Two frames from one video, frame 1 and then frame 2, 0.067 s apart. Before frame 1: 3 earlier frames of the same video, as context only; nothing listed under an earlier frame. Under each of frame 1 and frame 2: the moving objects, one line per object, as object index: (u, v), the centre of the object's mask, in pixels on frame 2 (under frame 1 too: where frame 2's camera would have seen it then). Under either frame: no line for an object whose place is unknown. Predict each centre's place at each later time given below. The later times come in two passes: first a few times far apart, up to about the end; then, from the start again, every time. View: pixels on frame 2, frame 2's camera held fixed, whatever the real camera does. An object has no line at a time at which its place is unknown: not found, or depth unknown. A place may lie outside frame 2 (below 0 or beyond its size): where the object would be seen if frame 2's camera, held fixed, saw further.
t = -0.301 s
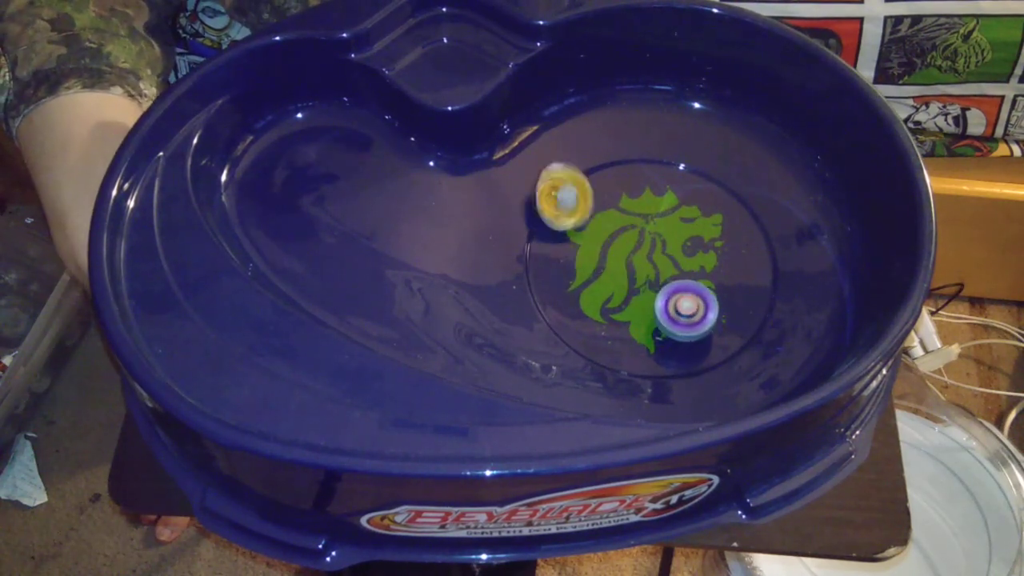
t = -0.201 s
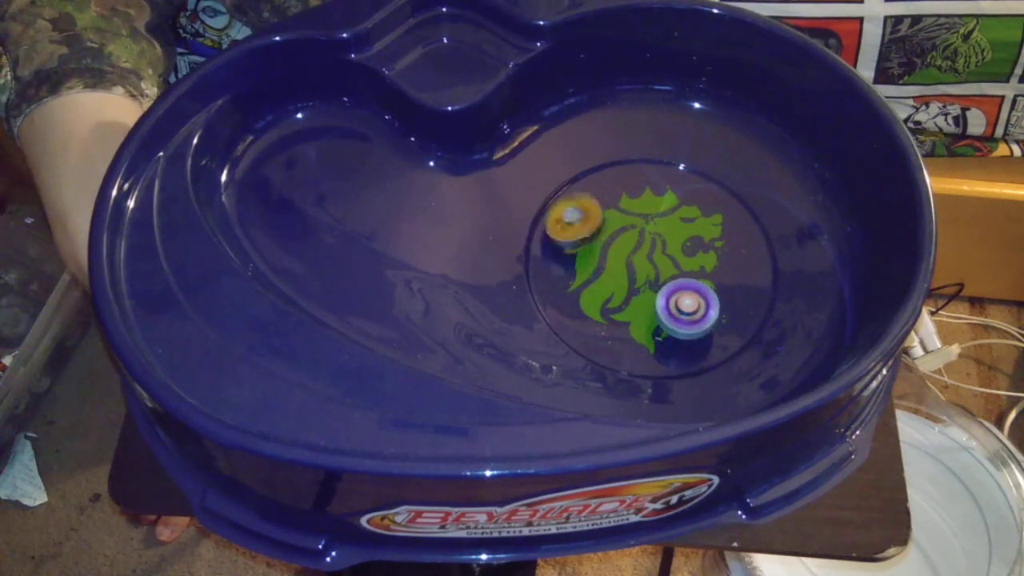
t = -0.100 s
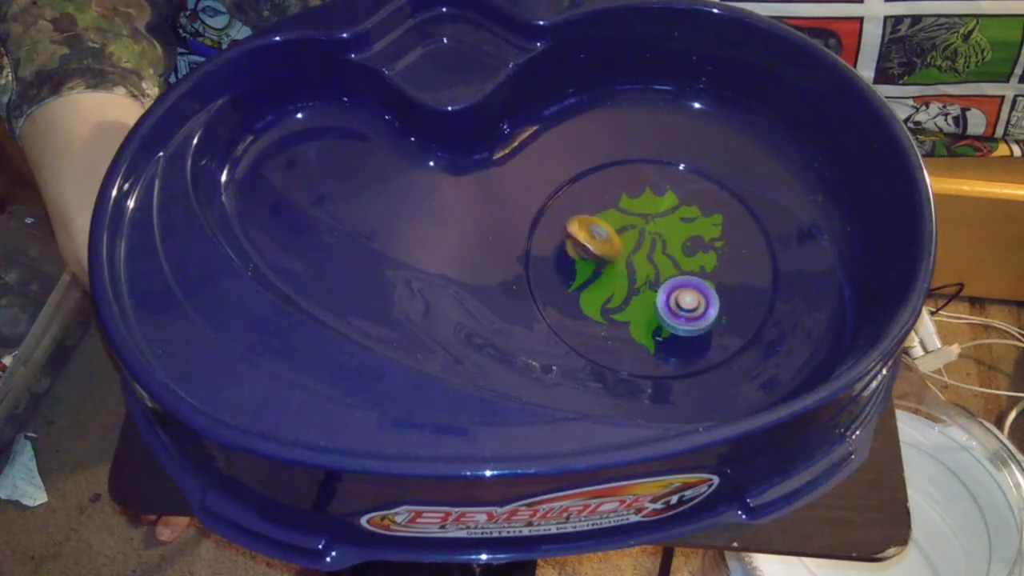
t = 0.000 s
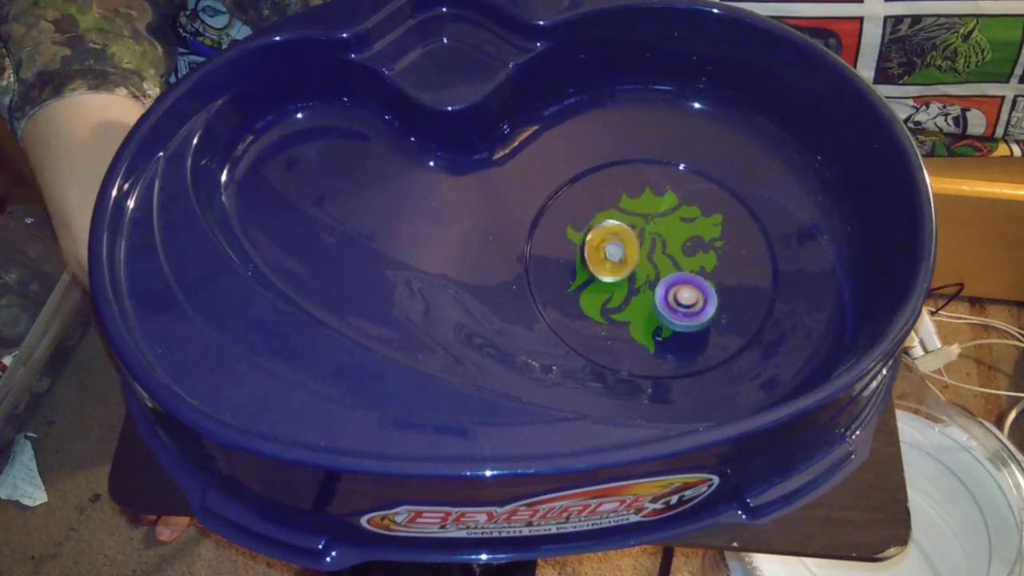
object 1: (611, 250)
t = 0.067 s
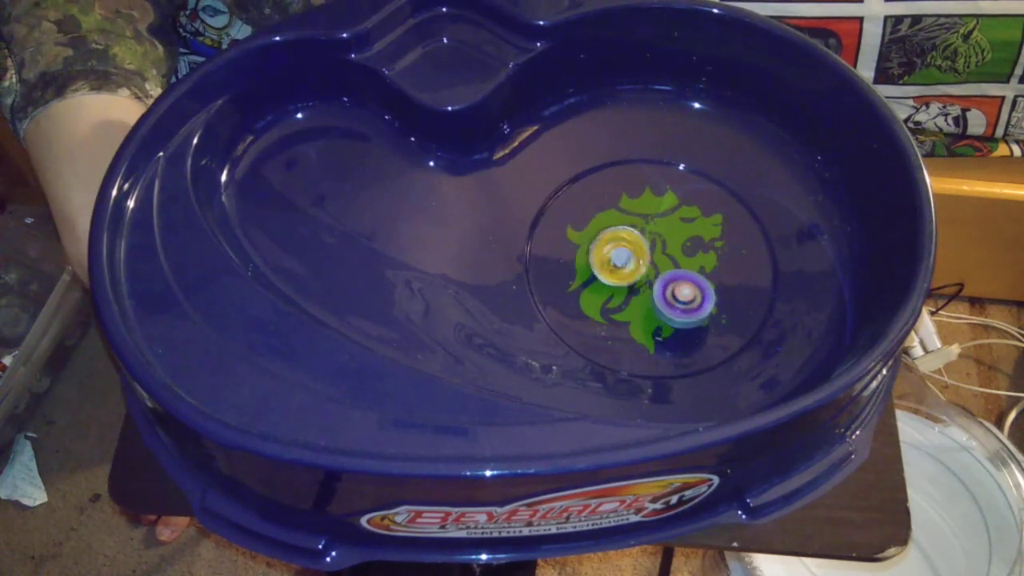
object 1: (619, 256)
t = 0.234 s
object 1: (641, 252)
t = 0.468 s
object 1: (652, 235)
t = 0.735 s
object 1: (650, 235)
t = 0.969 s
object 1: (644, 237)
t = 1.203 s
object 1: (646, 239)
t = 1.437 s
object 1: (647, 238)
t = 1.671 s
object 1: (651, 232)
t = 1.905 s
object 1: (649, 227)
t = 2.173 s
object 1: (645, 228)
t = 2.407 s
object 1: (645, 230)
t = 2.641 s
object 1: (645, 230)
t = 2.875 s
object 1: (644, 227)
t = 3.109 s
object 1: (644, 225)
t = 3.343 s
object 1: (645, 226)
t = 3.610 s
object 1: (646, 226)
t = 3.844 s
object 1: (645, 225)
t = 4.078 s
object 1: (645, 223)
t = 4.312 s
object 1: (644, 223)
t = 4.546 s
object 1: (648, 223)
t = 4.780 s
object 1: (645, 226)
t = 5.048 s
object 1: (647, 221)
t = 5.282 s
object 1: (649, 219)
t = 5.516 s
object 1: (648, 220)
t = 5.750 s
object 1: (649, 222)
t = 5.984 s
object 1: (648, 220)
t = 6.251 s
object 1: (648, 217)
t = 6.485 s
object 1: (648, 219)
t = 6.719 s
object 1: (649, 221)
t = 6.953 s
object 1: (649, 218)
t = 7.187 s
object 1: (648, 216)
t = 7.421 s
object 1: (648, 218)
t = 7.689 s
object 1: (648, 222)
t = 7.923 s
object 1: (650, 218)
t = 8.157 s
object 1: (651, 216)
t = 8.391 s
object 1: (652, 218)
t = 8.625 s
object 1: (650, 219)
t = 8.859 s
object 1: (652, 217)
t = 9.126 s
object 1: (651, 218)
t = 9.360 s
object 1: (651, 219)
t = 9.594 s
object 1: (651, 217)
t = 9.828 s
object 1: (651, 217)
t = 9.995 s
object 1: (651, 218)
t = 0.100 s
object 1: (624, 257)
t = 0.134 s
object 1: (629, 257)
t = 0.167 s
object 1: (634, 257)
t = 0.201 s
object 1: (637, 255)
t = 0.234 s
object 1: (641, 252)
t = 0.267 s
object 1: (644, 250)
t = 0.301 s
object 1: (649, 246)
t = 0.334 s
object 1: (652, 241)
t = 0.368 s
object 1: (650, 239)
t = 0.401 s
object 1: (651, 237)
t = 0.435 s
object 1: (652, 236)
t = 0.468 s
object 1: (652, 235)
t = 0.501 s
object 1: (652, 234)
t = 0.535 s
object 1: (652, 233)
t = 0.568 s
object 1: (652, 233)
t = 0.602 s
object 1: (652, 234)
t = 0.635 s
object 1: (651, 234)
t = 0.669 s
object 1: (651, 234)
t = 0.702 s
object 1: (651, 235)
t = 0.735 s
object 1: (650, 235)
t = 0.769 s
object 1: (650, 235)
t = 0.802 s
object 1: (649, 236)
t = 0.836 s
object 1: (648, 237)
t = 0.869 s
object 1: (646, 238)
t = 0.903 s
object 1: (644, 238)
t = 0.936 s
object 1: (643, 238)
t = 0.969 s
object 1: (644, 237)
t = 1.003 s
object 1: (645, 237)
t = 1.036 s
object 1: (646, 238)
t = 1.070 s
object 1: (646, 238)
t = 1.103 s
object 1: (646, 239)
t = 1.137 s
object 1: (646, 239)
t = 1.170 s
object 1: (646, 239)
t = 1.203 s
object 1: (646, 239)
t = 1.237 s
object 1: (646, 240)
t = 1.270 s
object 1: (646, 240)
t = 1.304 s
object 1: (646, 240)
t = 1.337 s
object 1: (646, 240)
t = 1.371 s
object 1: (646, 239)
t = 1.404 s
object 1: (646, 239)
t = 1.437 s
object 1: (647, 238)
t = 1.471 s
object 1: (647, 237)
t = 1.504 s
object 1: (647, 235)
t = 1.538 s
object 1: (648, 234)
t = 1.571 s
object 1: (651, 233)
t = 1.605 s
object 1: (651, 233)
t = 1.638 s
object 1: (651, 232)
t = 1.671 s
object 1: (651, 232)
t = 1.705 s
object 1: (650, 231)
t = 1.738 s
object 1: (650, 229)
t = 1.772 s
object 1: (651, 228)
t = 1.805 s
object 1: (651, 228)
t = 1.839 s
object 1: (651, 228)
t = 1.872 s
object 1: (650, 228)
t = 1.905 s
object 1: (649, 227)
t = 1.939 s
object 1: (647, 228)
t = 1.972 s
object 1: (645, 228)
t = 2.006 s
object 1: (644, 228)
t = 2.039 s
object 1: (644, 228)
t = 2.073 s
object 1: (644, 228)
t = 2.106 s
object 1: (644, 228)
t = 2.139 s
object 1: (645, 228)
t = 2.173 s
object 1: (645, 228)
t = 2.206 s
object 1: (645, 229)
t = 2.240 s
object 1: (645, 229)
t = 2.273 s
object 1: (645, 229)
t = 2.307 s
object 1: (646, 229)
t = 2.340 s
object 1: (646, 230)
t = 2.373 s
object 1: (645, 230)
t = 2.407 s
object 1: (645, 230)
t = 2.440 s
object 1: (645, 230)
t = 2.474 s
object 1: (645, 230)
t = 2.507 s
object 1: (645, 230)
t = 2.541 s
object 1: (645, 230)
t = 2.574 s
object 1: (645, 230)
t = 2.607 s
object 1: (645, 230)
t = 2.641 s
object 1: (645, 230)
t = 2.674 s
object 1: (645, 229)
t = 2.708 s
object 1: (645, 229)
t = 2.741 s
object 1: (645, 228)
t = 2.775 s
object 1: (645, 228)
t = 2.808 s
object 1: (645, 227)
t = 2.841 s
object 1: (645, 227)
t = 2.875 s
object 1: (644, 227)
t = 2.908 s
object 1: (644, 226)
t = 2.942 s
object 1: (644, 226)
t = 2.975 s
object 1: (644, 226)
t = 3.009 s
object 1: (644, 226)
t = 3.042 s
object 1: (644, 225)
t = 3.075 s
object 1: (644, 225)
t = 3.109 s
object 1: (644, 225)
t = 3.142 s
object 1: (644, 225)
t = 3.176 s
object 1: (644, 225)
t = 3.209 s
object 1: (644, 225)
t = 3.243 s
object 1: (644, 226)
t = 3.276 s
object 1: (644, 226)
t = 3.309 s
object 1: (645, 226)
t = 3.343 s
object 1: (645, 226)
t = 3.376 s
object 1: (645, 227)
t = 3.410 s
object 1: (646, 227)
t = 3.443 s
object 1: (646, 227)
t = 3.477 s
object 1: (647, 226)
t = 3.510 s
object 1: (647, 226)
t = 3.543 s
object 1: (647, 226)
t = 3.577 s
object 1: (646, 227)
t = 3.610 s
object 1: (646, 226)
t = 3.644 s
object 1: (646, 226)
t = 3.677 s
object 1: (645, 226)
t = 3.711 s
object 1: (645, 225)
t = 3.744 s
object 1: (644, 225)
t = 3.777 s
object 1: (644, 225)
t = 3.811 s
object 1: (644, 225)
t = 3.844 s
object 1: (645, 225)
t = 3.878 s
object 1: (645, 224)
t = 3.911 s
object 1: (645, 224)
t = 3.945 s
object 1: (645, 224)
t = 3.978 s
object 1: (645, 223)
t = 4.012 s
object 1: (645, 223)
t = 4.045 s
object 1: (645, 223)
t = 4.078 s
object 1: (645, 223)
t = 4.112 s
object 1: (644, 223)
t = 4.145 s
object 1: (644, 223)
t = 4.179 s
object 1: (644, 222)
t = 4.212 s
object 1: (644, 222)
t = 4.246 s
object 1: (645, 222)
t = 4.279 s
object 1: (645, 222)
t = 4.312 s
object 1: (644, 223)
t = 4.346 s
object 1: (644, 223)
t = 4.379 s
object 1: (644, 223)
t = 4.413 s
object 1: (644, 223)
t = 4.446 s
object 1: (645, 223)
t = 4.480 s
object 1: (646, 223)
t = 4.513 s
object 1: (647, 223)
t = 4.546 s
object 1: (648, 223)
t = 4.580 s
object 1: (648, 224)
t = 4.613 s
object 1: (647, 225)
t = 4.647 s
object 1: (647, 226)
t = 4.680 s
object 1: (646, 226)
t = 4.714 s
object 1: (646, 226)
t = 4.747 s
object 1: (645, 226)
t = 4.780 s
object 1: (645, 226)
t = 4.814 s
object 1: (645, 226)
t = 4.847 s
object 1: (646, 226)
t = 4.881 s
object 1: (646, 226)
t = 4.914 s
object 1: (647, 225)
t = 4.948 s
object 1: (647, 224)
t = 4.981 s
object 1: (647, 222)
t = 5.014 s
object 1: (647, 221)
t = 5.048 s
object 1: (647, 221)
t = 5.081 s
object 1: (648, 220)
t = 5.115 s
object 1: (649, 220)
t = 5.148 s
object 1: (650, 220)
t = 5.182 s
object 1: (650, 219)
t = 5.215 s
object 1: (650, 219)
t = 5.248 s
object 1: (650, 219)
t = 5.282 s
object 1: (649, 219)
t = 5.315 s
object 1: (649, 218)
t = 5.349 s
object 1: (648, 219)
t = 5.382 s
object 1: (648, 219)
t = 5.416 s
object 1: (647, 219)
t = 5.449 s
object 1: (647, 219)
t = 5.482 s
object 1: (648, 220)
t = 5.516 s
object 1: (648, 220)
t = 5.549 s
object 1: (648, 221)
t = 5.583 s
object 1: (649, 221)
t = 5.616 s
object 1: (649, 221)
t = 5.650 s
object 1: (649, 222)
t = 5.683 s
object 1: (649, 222)
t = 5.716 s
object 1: (649, 222)
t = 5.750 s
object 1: (649, 222)
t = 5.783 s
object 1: (649, 222)
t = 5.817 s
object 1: (649, 222)
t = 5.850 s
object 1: (649, 222)
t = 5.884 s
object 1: (648, 221)
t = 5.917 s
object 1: (648, 221)
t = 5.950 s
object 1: (648, 220)
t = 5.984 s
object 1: (648, 220)
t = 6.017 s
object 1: (648, 219)
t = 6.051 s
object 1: (648, 219)
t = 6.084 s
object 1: (649, 219)
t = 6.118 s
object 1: (648, 218)
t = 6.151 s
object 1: (649, 218)
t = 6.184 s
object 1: (648, 217)
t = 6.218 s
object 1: (648, 217)
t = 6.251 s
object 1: (648, 217)
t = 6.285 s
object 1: (648, 218)
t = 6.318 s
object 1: (648, 218)
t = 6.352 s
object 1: (648, 218)
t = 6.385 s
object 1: (648, 218)
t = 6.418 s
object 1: (648, 219)
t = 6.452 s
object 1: (648, 219)
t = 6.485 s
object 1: (648, 219)
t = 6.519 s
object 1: (648, 220)
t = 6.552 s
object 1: (649, 220)
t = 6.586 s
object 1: (649, 220)
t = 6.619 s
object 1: (649, 221)
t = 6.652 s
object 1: (649, 221)
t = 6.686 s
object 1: (649, 221)
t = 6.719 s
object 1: (649, 221)
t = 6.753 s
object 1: (649, 220)
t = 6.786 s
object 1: (649, 220)
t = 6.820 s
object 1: (649, 220)
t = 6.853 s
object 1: (649, 219)
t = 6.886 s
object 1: (649, 219)
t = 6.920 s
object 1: (649, 219)
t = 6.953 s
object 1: (649, 218)
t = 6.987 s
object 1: (649, 217)
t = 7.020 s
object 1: (649, 217)
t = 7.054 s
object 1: (649, 217)
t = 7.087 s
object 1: (649, 217)
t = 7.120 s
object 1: (649, 216)
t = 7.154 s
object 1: (649, 216)
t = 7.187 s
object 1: (648, 216)
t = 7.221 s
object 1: (648, 216)
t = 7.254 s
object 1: (648, 216)
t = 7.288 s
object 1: (648, 216)
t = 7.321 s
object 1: (648, 217)
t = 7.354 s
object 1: (648, 217)
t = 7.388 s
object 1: (648, 217)
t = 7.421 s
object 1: (648, 218)
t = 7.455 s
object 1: (649, 219)
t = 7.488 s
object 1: (650, 220)
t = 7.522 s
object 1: (651, 220)
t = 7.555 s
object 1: (650, 221)
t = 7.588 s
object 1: (650, 221)
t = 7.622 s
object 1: (649, 221)
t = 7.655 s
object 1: (649, 222)
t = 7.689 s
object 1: (648, 222)
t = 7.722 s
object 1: (648, 221)
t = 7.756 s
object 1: (648, 221)
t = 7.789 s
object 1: (648, 221)
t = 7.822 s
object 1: (648, 221)
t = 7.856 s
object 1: (649, 221)
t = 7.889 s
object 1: (649, 220)
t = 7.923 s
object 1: (650, 218)
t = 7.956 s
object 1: (651, 218)
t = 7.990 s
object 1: (652, 218)
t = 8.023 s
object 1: (653, 217)
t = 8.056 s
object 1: (653, 217)
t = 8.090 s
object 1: (652, 217)
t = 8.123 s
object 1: (652, 216)
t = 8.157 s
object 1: (651, 216)
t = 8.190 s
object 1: (651, 216)
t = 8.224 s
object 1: (651, 216)
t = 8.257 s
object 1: (650, 216)
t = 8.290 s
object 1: (650, 216)
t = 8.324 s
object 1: (651, 217)
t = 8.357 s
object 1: (651, 217)
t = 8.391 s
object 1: (652, 218)
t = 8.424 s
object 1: (652, 218)
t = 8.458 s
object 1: (652, 219)
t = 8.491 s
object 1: (652, 219)
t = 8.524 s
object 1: (651, 219)
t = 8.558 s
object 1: (651, 219)
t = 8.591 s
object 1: (651, 219)
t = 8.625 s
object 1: (650, 219)
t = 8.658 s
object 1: (650, 219)
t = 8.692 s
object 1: (651, 219)
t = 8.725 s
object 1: (651, 218)
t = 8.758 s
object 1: (651, 218)
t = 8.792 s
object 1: (652, 217)
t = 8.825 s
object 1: (652, 217)
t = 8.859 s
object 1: (652, 217)
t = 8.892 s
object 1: (652, 217)
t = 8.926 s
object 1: (652, 217)
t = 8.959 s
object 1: (652, 217)
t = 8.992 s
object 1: (652, 217)
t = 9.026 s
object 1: (651, 217)
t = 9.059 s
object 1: (651, 217)
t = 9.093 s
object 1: (651, 217)
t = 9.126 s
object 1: (651, 218)
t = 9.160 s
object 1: (651, 218)
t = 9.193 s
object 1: (651, 219)
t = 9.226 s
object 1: (651, 219)
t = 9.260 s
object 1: (651, 219)
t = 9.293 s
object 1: (651, 219)
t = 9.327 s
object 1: (651, 219)
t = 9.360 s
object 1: (651, 219)
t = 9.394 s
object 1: (651, 218)
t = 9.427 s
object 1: (651, 218)
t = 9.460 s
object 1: (651, 218)
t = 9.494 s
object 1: (652, 217)
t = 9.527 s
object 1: (652, 217)
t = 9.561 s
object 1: (652, 217)
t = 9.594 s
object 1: (651, 217)
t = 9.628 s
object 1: (651, 217)
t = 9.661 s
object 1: (651, 217)
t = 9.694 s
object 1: (651, 216)
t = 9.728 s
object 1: (651, 216)
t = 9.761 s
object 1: (651, 217)
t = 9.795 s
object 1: (651, 217)
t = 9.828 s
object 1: (651, 217)
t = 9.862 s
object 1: (651, 217)
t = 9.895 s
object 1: (651, 217)
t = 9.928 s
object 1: (651, 218)
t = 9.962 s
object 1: (651, 218)
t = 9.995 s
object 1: (651, 218)
